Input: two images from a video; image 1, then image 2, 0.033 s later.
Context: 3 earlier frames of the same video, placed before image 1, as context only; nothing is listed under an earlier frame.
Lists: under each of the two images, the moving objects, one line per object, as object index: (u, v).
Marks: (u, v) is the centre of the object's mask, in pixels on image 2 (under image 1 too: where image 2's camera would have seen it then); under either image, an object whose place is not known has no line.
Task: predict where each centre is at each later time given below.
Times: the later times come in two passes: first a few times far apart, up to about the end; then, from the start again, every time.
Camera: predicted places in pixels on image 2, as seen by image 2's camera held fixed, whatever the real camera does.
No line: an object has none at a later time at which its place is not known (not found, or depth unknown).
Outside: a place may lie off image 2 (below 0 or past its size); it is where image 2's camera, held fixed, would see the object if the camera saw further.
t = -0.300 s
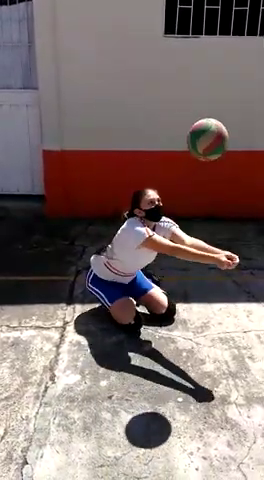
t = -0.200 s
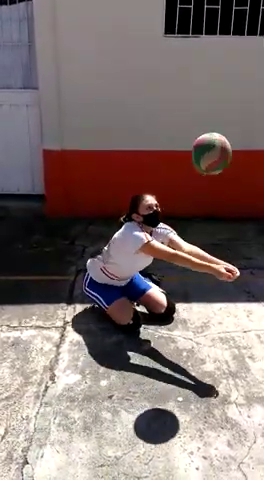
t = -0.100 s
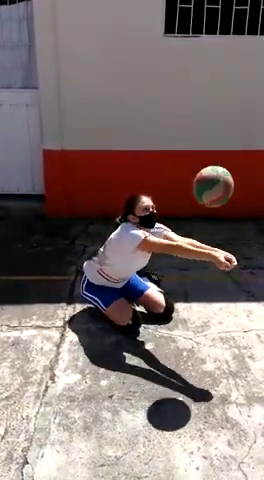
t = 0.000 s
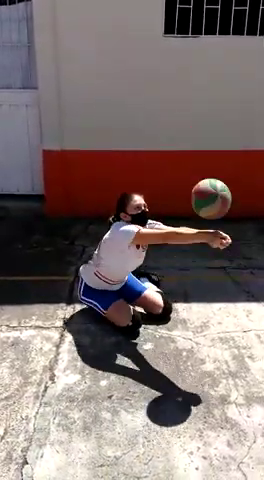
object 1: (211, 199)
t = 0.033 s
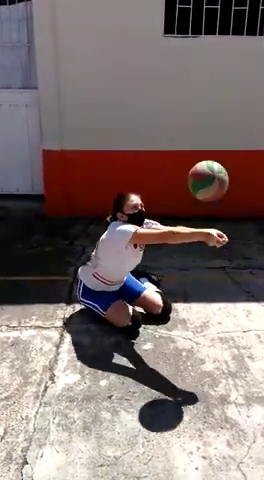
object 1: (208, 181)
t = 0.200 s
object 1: (193, 121)
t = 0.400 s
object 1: (172, 122)
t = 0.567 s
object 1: (155, 179)
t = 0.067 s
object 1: (205, 165)
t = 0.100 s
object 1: (202, 150)
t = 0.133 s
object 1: (199, 138)
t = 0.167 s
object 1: (196, 129)
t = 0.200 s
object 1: (193, 121)
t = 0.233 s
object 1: (189, 116)
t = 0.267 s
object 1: (186, 112)
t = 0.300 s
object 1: (183, 112)
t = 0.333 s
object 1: (179, 113)
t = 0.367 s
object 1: (175, 117)
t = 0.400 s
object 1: (172, 122)
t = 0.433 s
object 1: (168, 130)
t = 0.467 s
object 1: (165, 140)
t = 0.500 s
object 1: (161, 152)
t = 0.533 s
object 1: (158, 165)
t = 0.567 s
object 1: (155, 179)
